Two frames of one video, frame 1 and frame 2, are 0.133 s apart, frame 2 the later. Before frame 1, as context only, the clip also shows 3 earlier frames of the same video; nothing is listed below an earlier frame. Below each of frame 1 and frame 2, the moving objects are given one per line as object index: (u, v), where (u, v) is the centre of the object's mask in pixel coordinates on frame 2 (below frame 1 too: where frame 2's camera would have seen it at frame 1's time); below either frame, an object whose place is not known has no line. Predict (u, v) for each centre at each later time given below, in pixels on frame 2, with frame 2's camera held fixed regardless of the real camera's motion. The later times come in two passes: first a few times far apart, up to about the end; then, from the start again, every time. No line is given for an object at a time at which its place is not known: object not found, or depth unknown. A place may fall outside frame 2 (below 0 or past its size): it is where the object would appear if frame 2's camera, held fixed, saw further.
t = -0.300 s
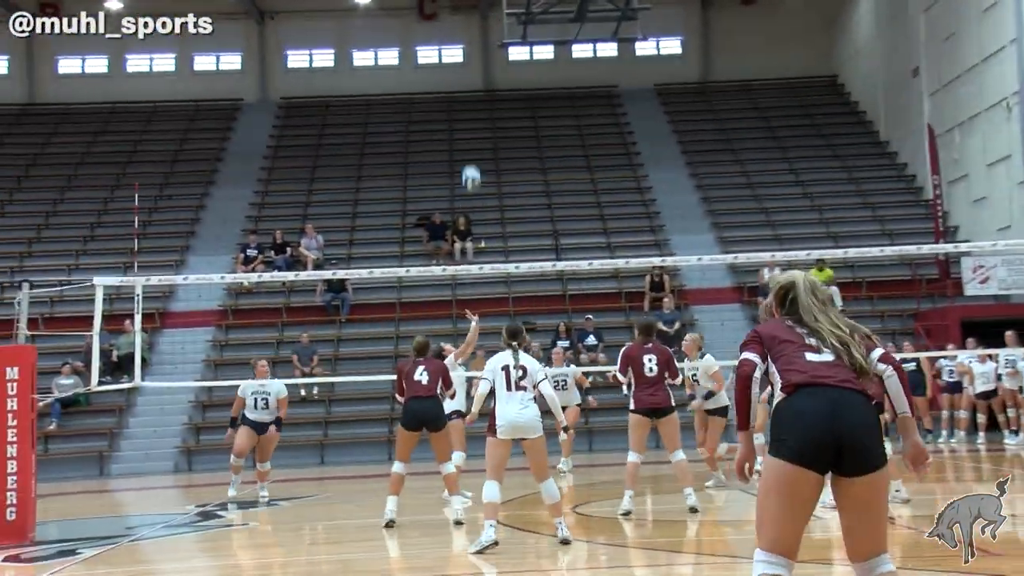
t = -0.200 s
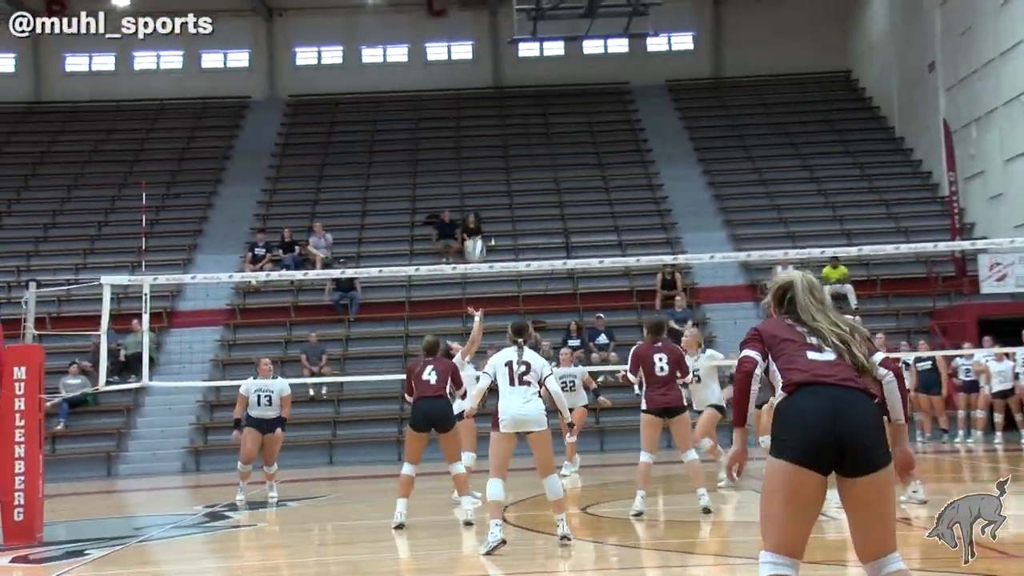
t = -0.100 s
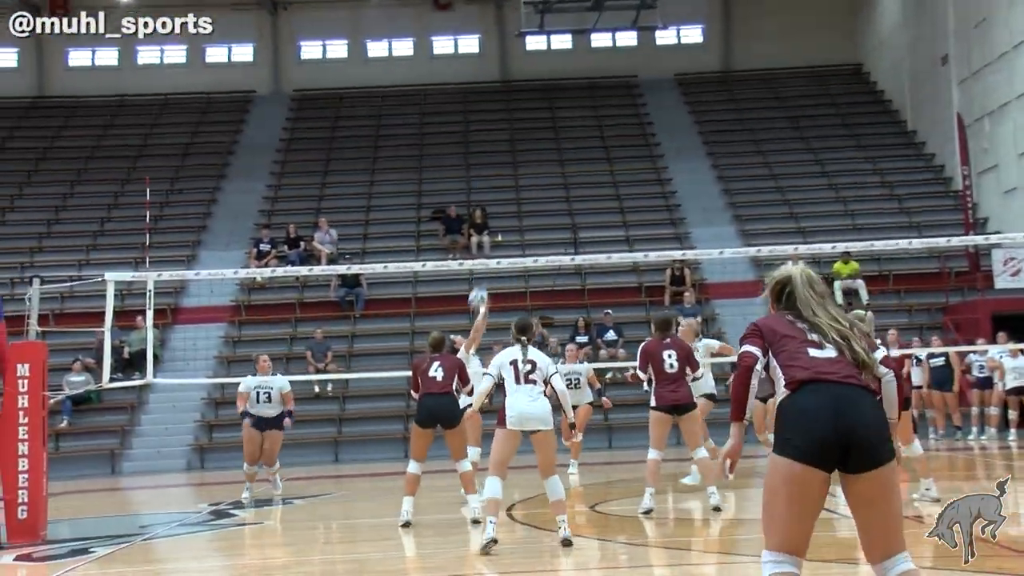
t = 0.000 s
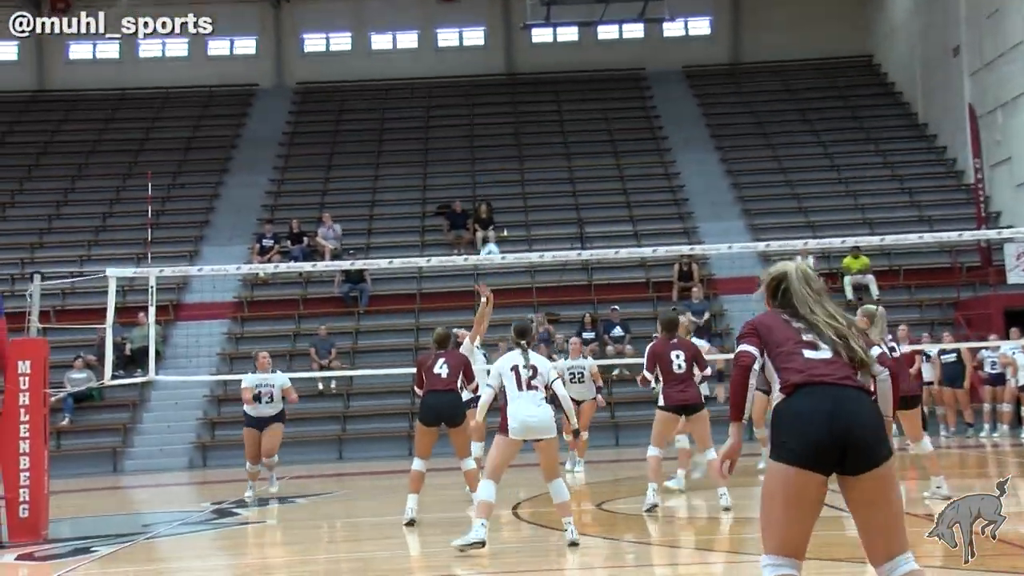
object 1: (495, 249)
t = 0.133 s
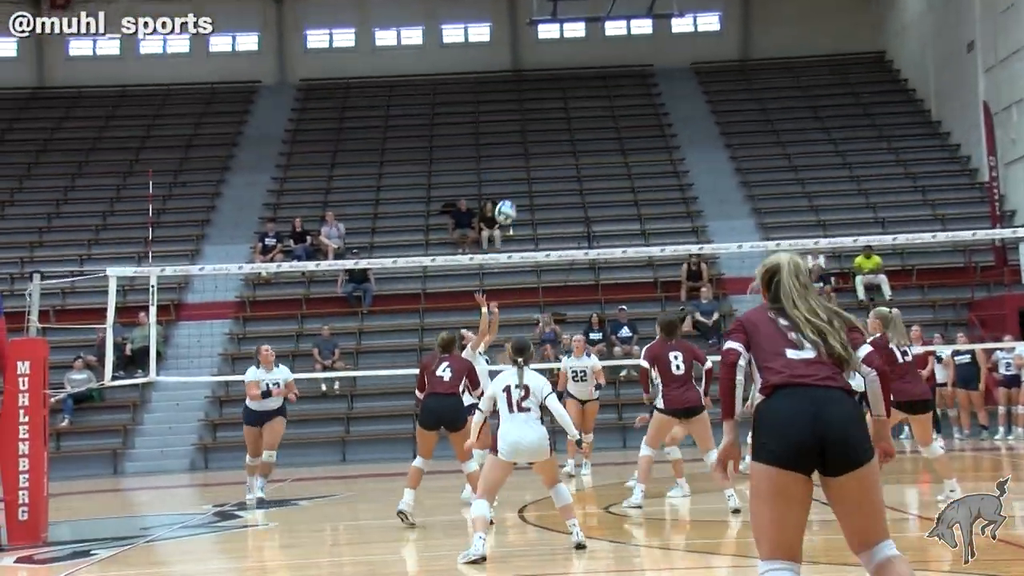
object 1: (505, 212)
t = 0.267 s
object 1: (517, 186)
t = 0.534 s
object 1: (539, 190)
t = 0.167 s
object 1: (508, 204)
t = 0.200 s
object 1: (511, 197)
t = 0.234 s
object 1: (514, 191)
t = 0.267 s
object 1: (517, 186)
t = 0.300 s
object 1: (519, 183)
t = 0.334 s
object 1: (522, 180)
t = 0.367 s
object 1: (525, 179)
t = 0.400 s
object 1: (527, 179)
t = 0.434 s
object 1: (530, 180)
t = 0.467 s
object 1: (533, 182)
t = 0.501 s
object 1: (536, 186)
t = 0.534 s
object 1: (539, 190)
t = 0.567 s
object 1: (543, 196)
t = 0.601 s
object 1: (546, 202)
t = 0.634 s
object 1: (550, 210)
